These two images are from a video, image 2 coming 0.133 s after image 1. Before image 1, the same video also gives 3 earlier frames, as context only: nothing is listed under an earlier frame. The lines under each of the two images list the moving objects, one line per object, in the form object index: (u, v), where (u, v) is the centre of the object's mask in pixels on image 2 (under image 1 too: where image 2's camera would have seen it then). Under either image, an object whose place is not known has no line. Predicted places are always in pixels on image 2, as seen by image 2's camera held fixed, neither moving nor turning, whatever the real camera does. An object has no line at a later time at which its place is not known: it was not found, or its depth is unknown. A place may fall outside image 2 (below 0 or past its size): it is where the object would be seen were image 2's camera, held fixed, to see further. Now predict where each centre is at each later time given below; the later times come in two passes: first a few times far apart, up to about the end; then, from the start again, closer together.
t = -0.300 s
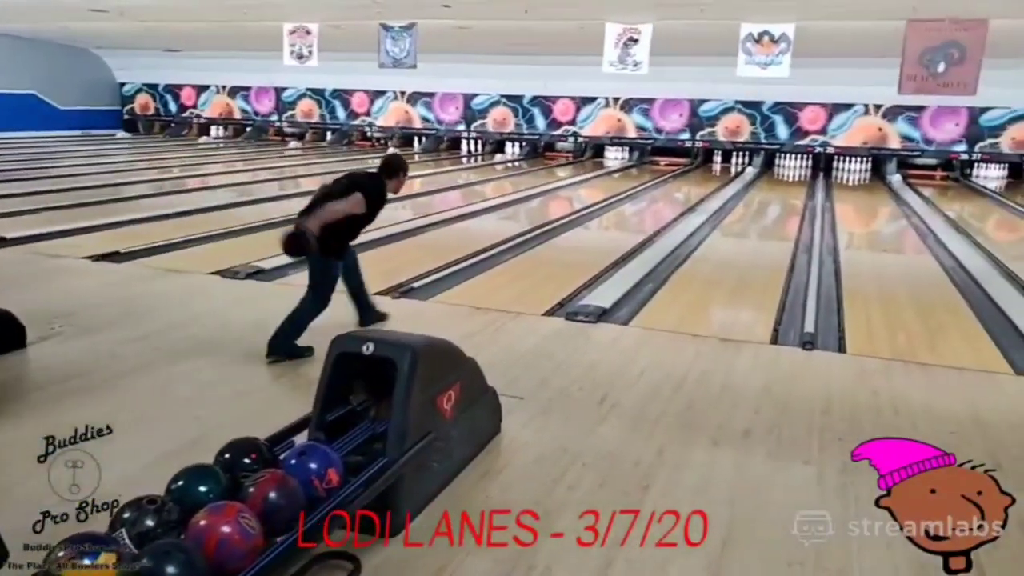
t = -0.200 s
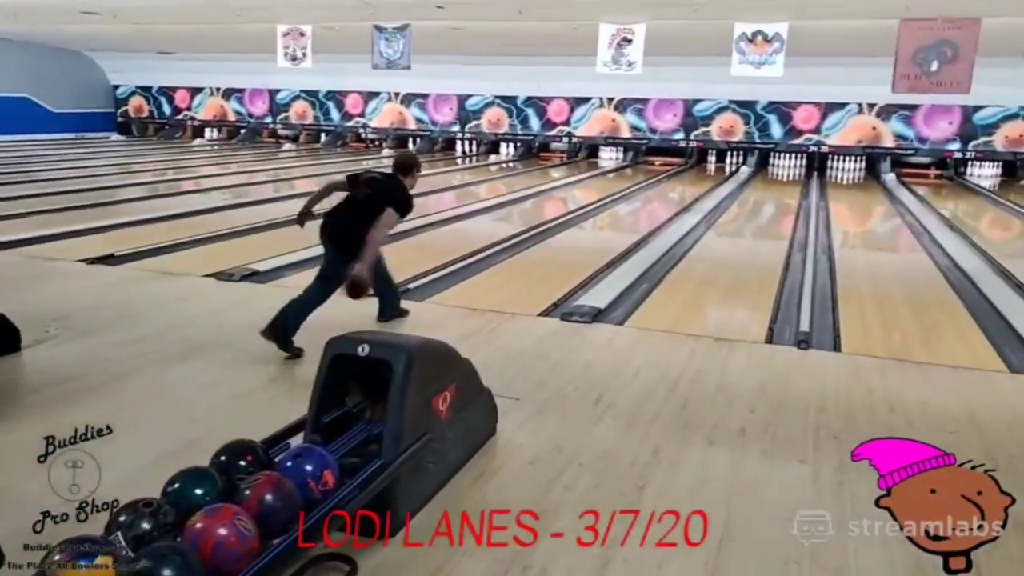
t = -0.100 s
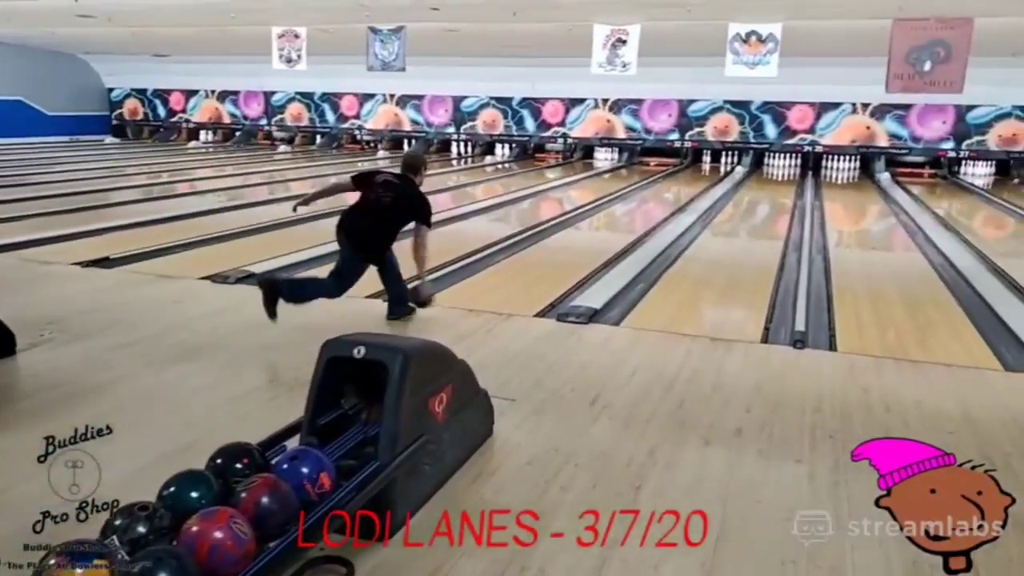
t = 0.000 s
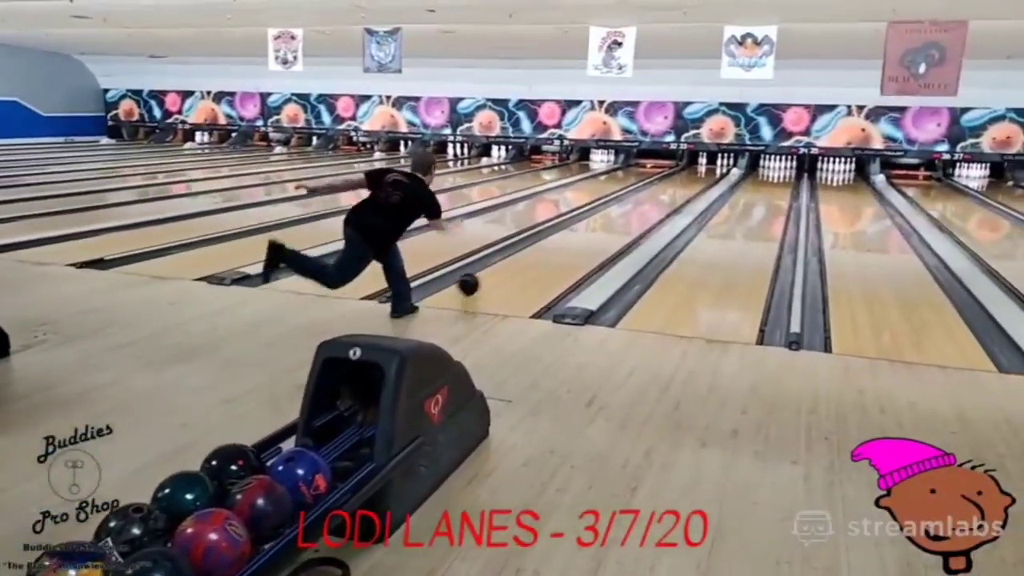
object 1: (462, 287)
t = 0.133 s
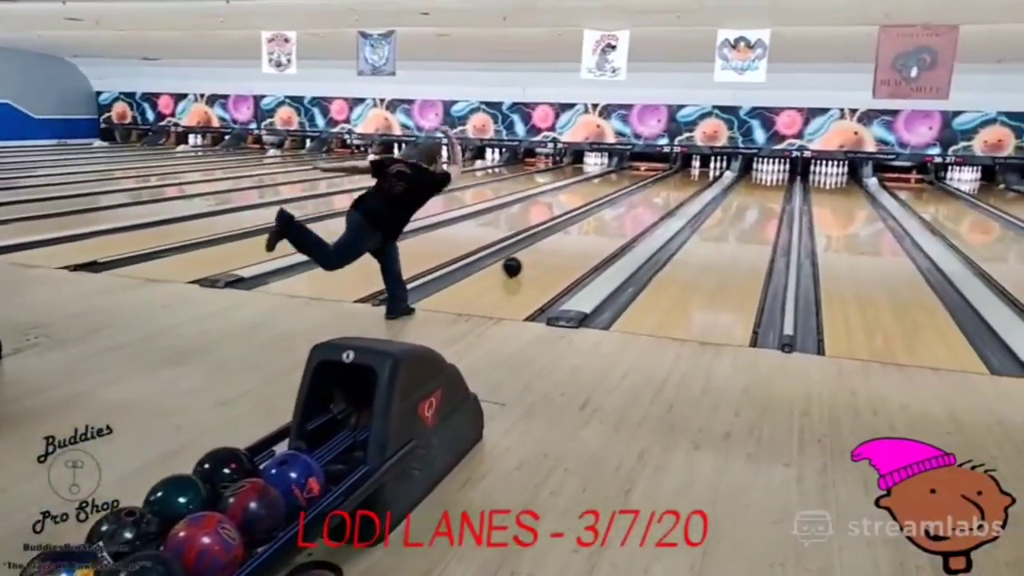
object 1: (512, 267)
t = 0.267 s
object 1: (550, 249)
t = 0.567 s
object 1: (611, 222)
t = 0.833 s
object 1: (647, 205)
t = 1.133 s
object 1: (675, 192)
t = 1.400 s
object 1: (693, 183)
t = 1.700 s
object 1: (709, 178)
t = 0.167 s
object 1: (523, 262)
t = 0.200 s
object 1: (532, 257)
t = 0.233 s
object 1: (541, 253)
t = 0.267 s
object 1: (550, 249)
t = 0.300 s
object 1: (558, 245)
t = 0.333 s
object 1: (566, 241)
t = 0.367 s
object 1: (573, 238)
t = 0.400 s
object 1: (580, 235)
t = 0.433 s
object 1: (587, 232)
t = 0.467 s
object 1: (593, 229)
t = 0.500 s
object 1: (599, 227)
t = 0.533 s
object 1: (605, 224)
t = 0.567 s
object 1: (611, 222)
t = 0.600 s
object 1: (616, 219)
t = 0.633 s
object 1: (621, 217)
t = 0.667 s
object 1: (626, 215)
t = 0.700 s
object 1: (630, 213)
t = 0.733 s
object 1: (635, 210)
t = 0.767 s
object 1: (639, 209)
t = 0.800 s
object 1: (643, 207)
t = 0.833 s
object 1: (647, 205)
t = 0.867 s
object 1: (650, 203)
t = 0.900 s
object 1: (654, 202)
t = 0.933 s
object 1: (657, 200)
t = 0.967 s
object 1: (661, 199)
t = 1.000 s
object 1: (664, 197)
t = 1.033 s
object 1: (667, 196)
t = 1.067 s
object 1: (670, 194)
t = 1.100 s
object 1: (673, 193)
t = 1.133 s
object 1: (675, 192)
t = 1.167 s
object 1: (678, 190)
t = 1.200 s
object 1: (681, 189)
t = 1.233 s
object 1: (683, 188)
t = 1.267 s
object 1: (685, 187)
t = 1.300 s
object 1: (688, 186)
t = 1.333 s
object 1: (690, 184)
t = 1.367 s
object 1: (692, 183)
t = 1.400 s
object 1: (693, 183)
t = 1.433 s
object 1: (695, 182)
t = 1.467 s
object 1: (697, 181)
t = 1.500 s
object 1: (698, 180)
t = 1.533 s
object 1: (700, 179)
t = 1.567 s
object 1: (702, 178)
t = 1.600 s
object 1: (703, 177)
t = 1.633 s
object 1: (704, 177)
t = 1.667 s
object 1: (705, 178)
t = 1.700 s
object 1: (709, 178)
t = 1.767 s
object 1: (710, 175)
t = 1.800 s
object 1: (711, 177)
